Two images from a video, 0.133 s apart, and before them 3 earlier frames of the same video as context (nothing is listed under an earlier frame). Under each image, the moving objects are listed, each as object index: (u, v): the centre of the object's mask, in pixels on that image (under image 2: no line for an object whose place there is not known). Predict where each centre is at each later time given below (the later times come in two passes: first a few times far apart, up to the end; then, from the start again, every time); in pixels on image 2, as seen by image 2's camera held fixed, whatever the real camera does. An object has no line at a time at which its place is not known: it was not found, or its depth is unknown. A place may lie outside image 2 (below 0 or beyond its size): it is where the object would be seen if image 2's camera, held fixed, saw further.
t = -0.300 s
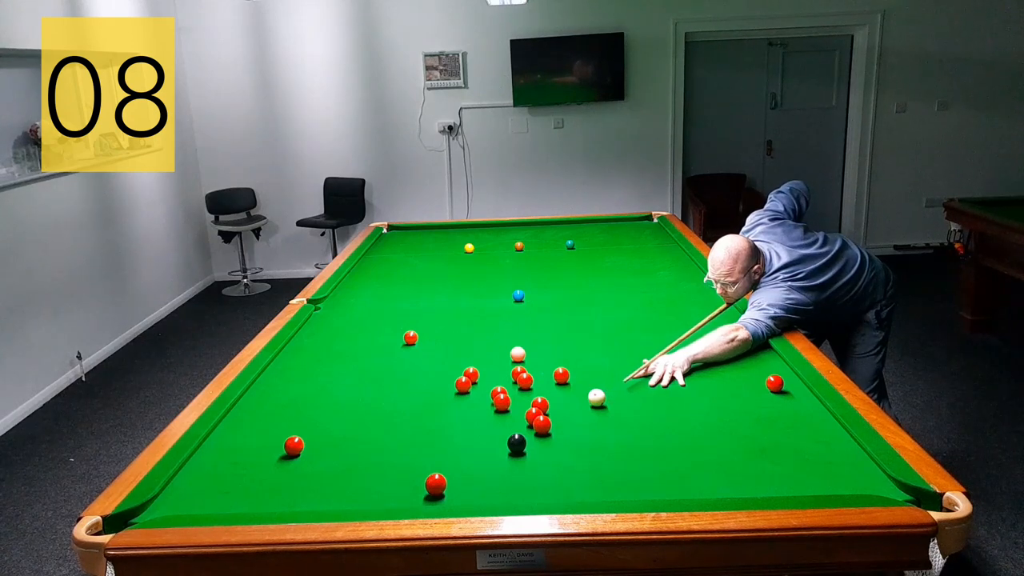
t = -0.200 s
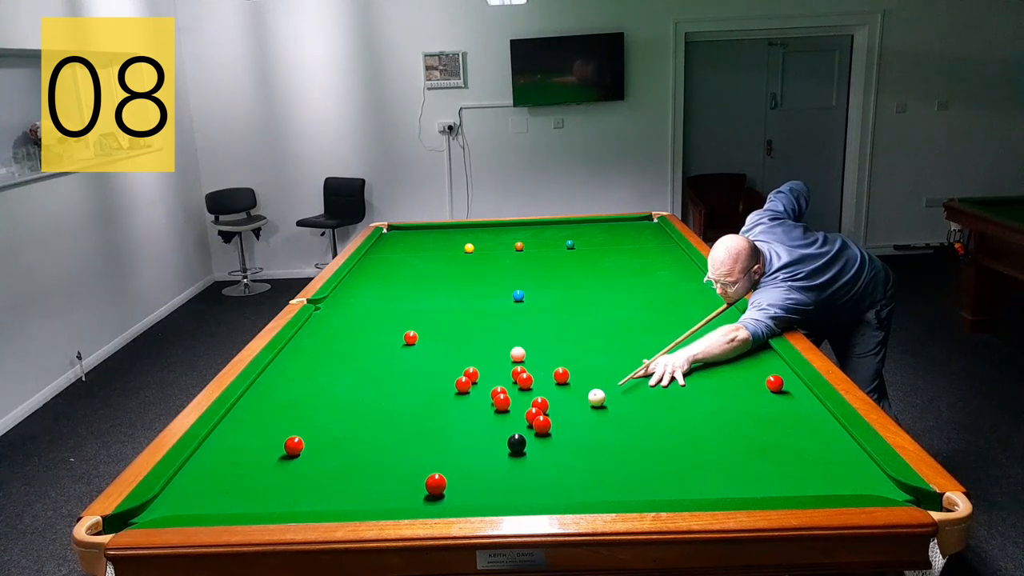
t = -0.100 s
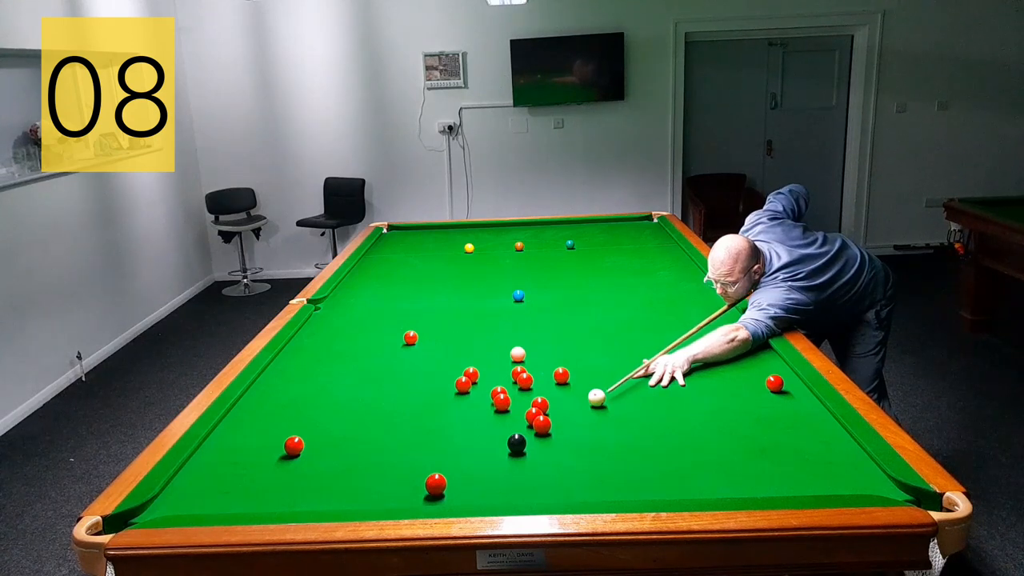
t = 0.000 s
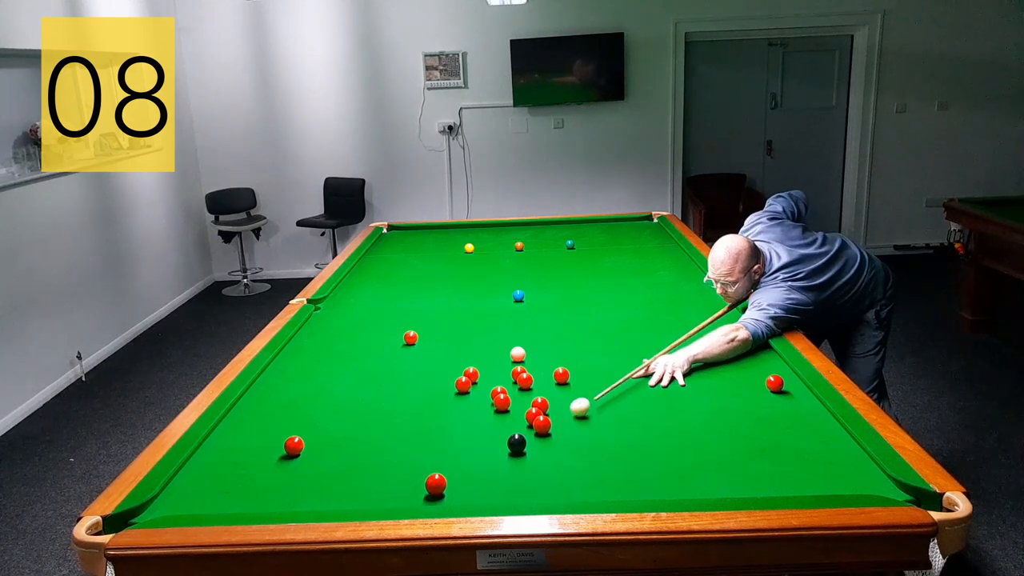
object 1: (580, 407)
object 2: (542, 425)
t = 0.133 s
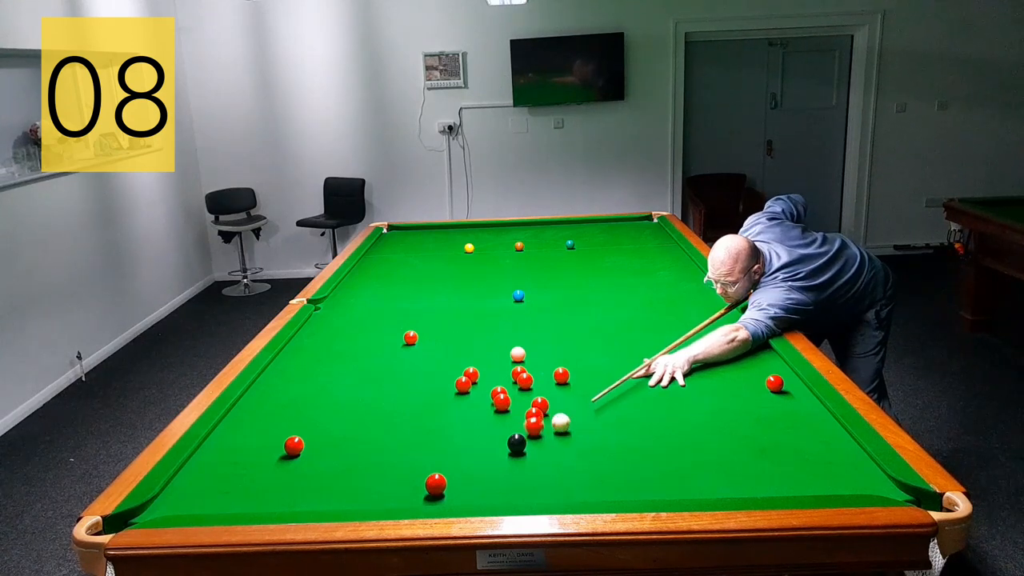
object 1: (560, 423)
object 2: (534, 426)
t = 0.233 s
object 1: (564, 430)
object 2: (513, 429)
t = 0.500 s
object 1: (570, 451)
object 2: (467, 442)
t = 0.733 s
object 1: (576, 470)
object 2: (427, 451)
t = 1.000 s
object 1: (584, 492)
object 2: (381, 461)
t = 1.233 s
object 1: (589, 488)
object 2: (341, 470)
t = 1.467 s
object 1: (593, 476)
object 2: (302, 479)
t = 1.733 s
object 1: (596, 464)
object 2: (259, 489)
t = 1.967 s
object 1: (599, 455)
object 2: (222, 497)
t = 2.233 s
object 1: (602, 446)
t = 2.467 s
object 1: (603, 439)
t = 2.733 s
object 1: (604, 433)
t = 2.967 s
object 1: (605, 428)
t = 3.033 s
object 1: (605, 427)
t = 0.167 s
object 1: (562, 425)
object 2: (527, 428)
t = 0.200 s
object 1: (563, 427)
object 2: (520, 427)
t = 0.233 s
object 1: (564, 430)
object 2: (513, 429)
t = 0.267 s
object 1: (565, 432)
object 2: (507, 431)
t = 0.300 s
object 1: (566, 435)
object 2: (502, 434)
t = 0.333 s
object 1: (566, 437)
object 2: (496, 435)
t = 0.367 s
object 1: (567, 440)
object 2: (490, 436)
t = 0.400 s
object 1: (568, 443)
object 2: (484, 438)
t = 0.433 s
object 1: (569, 446)
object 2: (479, 439)
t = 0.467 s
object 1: (569, 448)
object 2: (473, 440)
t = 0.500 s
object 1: (570, 451)
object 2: (467, 442)
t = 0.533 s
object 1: (571, 454)
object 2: (461, 443)
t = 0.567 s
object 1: (572, 456)
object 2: (456, 444)
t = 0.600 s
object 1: (573, 459)
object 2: (450, 446)
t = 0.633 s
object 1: (574, 462)
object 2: (444, 447)
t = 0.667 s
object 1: (574, 465)
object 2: (439, 448)
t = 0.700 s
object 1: (575, 468)
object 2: (433, 450)
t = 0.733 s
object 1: (576, 470)
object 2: (427, 451)
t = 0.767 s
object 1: (577, 473)
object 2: (421, 452)
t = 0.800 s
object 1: (578, 476)
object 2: (415, 453)
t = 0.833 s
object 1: (579, 479)
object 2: (410, 455)
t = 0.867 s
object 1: (580, 482)
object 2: (404, 456)
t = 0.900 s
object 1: (581, 485)
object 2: (398, 458)
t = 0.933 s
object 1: (582, 488)
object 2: (392, 459)
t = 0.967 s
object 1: (583, 490)
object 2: (387, 460)
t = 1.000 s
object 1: (584, 492)
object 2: (381, 461)
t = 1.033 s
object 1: (584, 494)
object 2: (376, 463)
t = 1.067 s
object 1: (585, 494)
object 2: (370, 464)
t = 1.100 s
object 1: (586, 493)
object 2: (364, 465)
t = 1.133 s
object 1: (587, 492)
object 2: (358, 467)
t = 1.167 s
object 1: (587, 491)
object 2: (353, 468)
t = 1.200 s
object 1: (588, 490)
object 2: (347, 469)
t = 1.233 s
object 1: (589, 488)
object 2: (341, 470)
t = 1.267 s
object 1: (589, 486)
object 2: (336, 472)
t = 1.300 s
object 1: (590, 484)
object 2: (330, 473)
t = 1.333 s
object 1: (590, 482)
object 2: (324, 474)
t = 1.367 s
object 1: (591, 481)
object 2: (319, 475)
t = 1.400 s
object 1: (592, 479)
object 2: (313, 477)
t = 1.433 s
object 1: (592, 478)
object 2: (308, 478)
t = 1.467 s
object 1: (593, 476)
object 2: (302, 479)
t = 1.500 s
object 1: (593, 474)
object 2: (297, 480)
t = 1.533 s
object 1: (594, 473)
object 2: (291, 481)
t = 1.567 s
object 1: (594, 471)
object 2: (286, 483)
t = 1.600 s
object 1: (595, 469)
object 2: (280, 484)
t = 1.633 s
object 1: (595, 468)
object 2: (275, 485)
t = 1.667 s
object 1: (595, 466)
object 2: (270, 486)
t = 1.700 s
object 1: (596, 465)
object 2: (264, 487)
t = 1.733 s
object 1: (596, 464)
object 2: (259, 489)
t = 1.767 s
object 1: (597, 462)
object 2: (253, 490)
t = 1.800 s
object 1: (597, 461)
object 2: (248, 491)
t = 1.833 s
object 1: (597, 460)
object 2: (243, 492)
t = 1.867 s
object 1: (598, 458)
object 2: (237, 493)
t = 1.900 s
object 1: (598, 457)
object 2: (232, 495)
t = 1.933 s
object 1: (599, 456)
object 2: (227, 495)
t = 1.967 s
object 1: (599, 455)
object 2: (222, 497)
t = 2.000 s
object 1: (599, 453)
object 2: (216, 498)
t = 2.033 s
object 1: (600, 452)
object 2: (211, 499)
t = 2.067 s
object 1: (600, 451)
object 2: (206, 500)
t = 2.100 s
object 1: (600, 450)
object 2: (201, 501)
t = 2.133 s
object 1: (601, 449)
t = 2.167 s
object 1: (601, 448)
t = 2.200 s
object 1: (601, 447)
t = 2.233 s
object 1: (602, 446)
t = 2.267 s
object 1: (602, 445)
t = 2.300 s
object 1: (602, 444)
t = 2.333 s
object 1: (602, 443)
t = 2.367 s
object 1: (603, 442)
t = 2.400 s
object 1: (603, 441)
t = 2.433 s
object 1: (603, 440)
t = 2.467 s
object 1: (603, 439)
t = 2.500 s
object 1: (603, 438)
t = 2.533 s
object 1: (603, 437)
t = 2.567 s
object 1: (604, 436)
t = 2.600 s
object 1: (604, 436)
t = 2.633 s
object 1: (604, 435)
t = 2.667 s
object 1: (604, 434)
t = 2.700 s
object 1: (604, 433)
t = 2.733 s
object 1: (604, 433)
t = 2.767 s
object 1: (604, 432)
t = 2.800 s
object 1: (605, 431)
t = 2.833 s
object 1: (605, 431)
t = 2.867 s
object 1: (605, 430)
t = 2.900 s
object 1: (605, 429)
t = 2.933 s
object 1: (605, 429)
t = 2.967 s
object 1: (605, 428)
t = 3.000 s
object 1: (605, 428)
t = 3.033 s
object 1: (605, 427)
